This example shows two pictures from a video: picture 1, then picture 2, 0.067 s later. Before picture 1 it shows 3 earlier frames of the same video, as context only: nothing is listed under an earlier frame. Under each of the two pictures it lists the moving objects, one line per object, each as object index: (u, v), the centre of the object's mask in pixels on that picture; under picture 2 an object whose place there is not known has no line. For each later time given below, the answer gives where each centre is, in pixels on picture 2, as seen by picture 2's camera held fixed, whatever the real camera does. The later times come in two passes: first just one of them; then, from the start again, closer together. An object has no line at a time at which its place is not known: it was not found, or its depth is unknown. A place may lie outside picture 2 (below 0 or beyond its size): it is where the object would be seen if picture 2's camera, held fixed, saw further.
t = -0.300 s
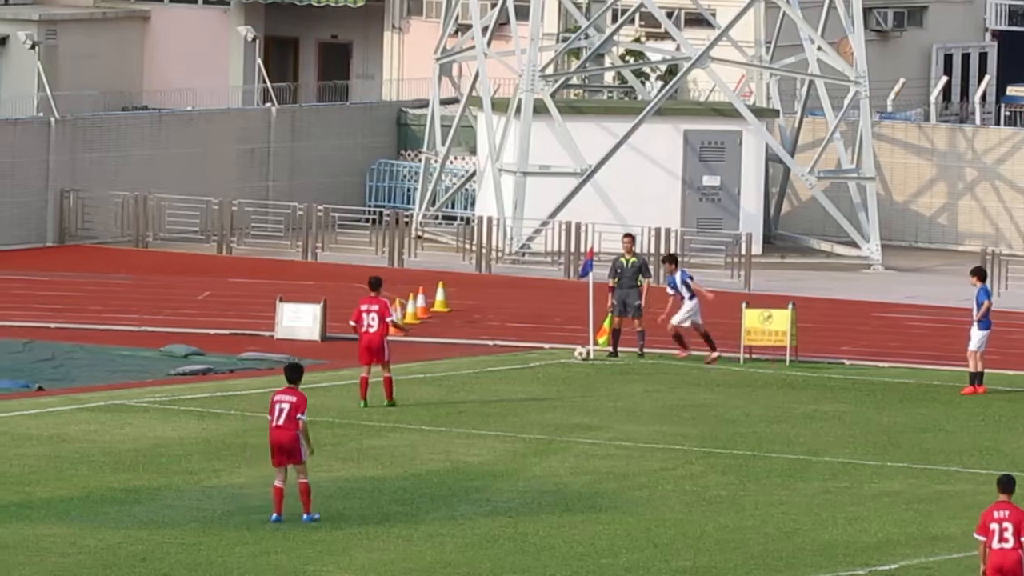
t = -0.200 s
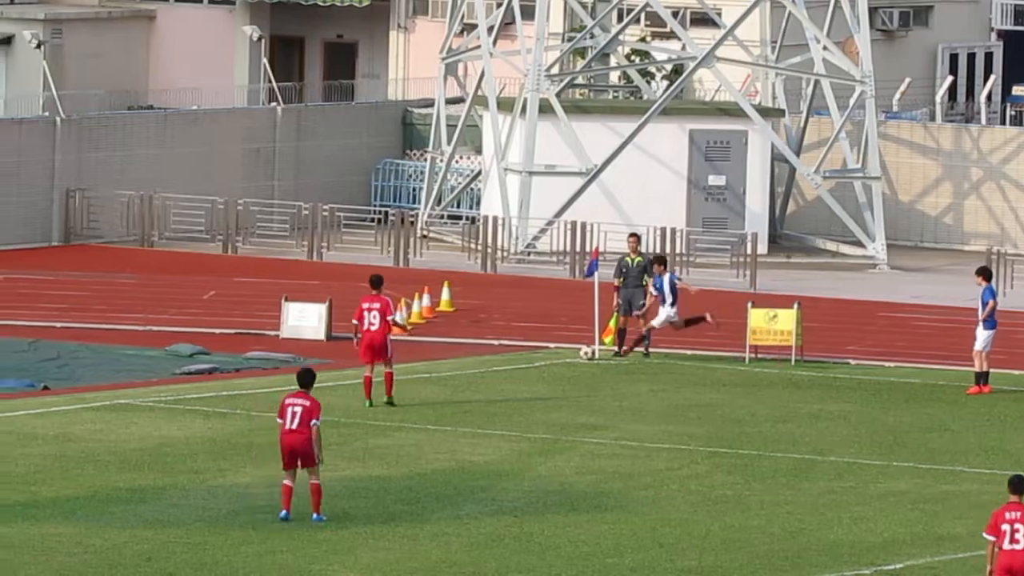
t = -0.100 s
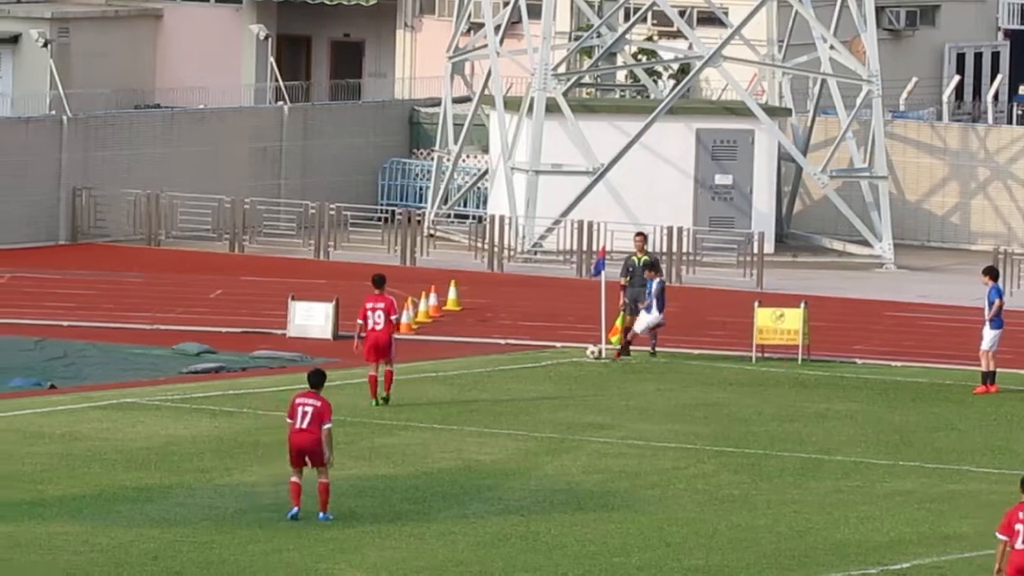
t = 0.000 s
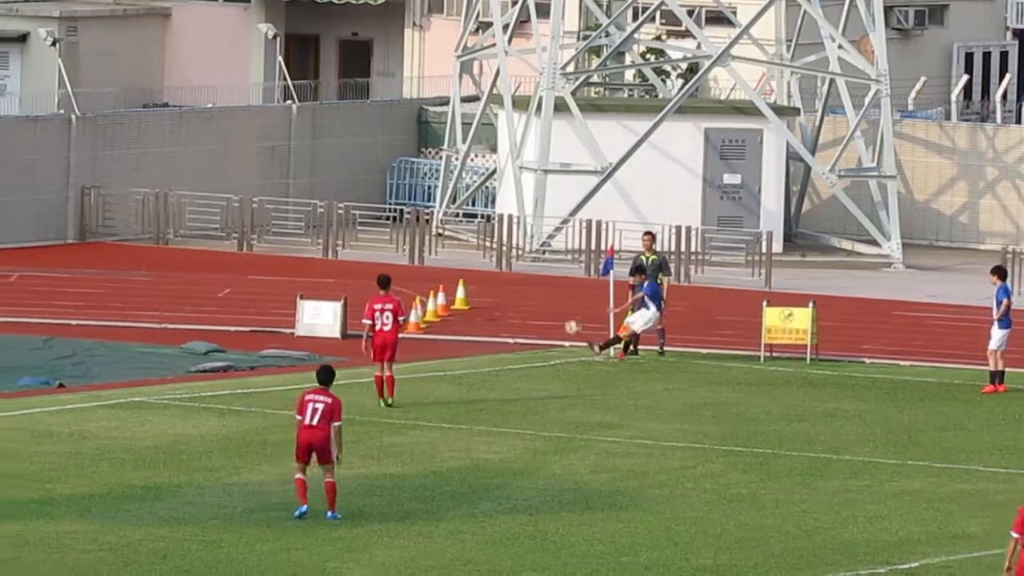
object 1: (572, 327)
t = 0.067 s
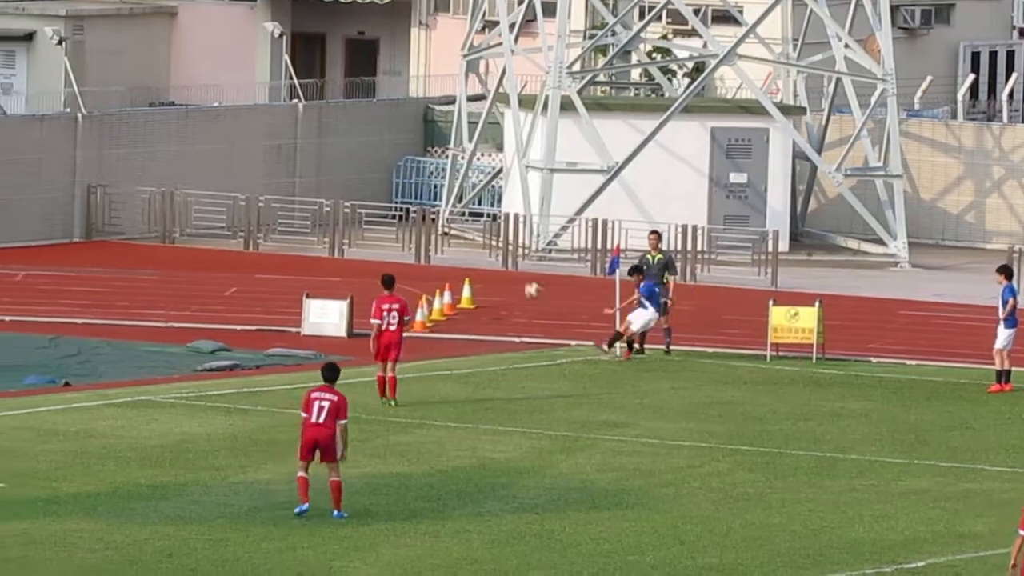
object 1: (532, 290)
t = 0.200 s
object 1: (446, 225)
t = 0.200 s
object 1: (446, 225)
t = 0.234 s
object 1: (423, 204)
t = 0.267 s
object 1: (407, 188)
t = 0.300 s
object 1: (386, 173)
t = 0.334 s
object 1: (367, 159)
